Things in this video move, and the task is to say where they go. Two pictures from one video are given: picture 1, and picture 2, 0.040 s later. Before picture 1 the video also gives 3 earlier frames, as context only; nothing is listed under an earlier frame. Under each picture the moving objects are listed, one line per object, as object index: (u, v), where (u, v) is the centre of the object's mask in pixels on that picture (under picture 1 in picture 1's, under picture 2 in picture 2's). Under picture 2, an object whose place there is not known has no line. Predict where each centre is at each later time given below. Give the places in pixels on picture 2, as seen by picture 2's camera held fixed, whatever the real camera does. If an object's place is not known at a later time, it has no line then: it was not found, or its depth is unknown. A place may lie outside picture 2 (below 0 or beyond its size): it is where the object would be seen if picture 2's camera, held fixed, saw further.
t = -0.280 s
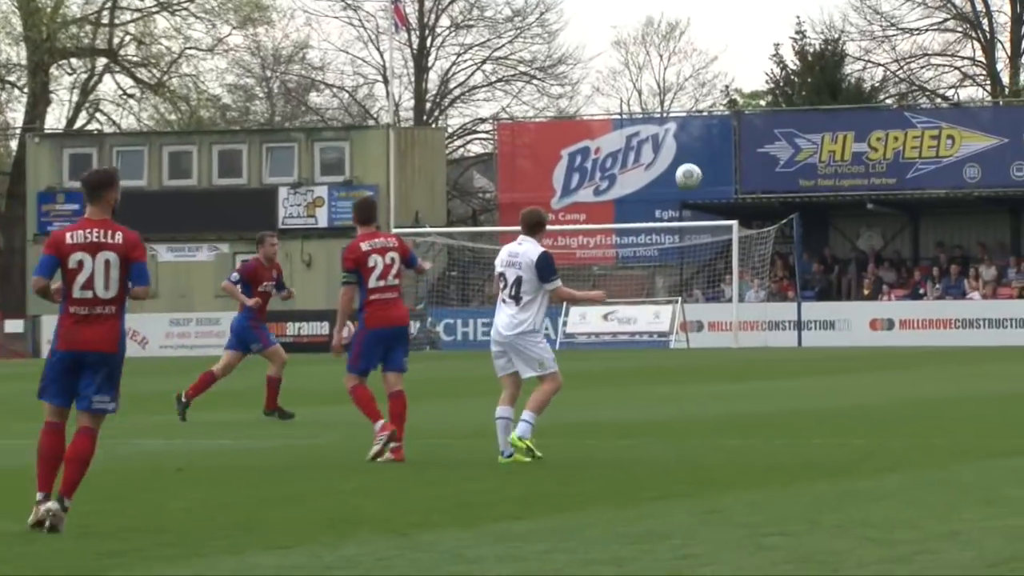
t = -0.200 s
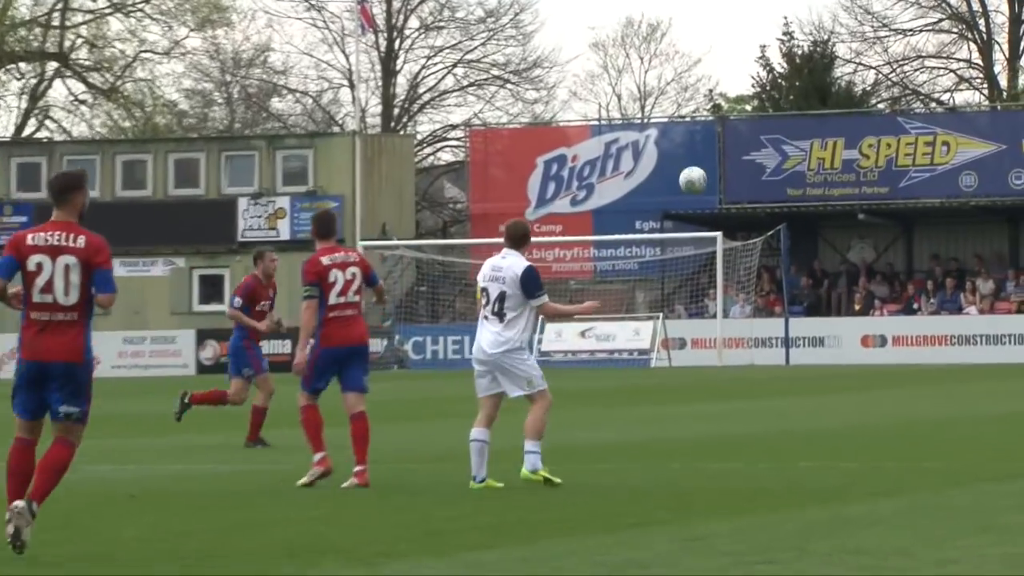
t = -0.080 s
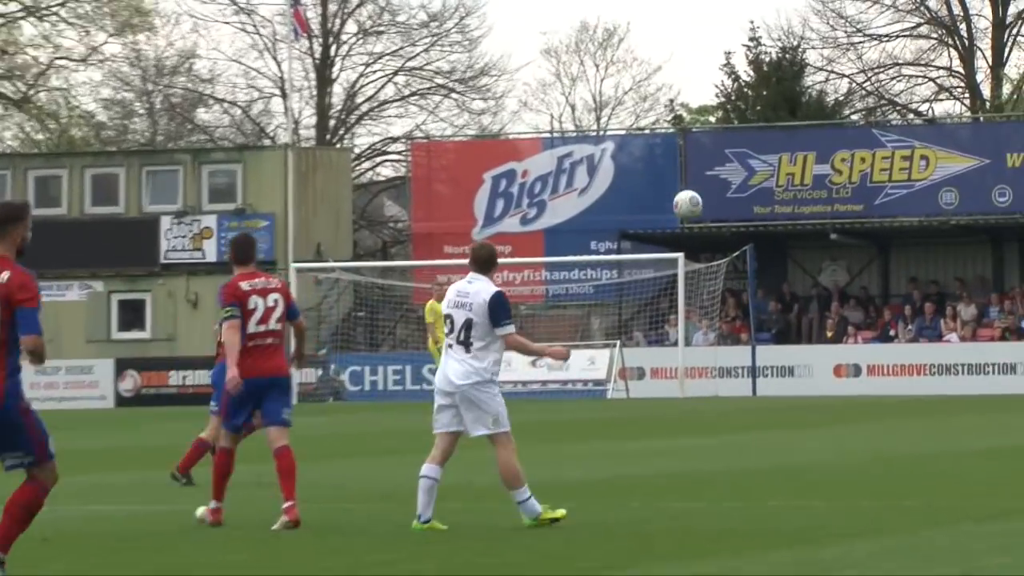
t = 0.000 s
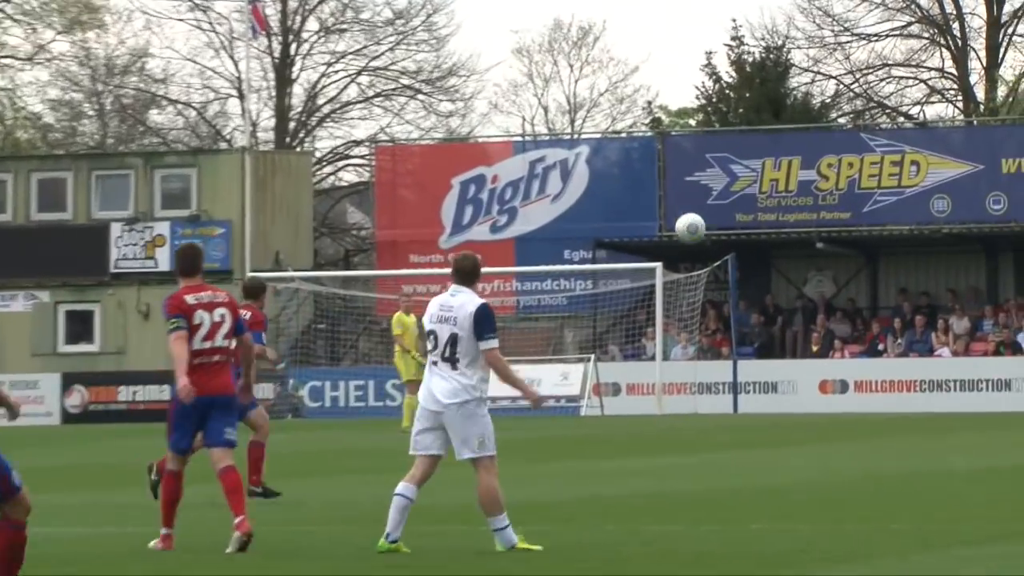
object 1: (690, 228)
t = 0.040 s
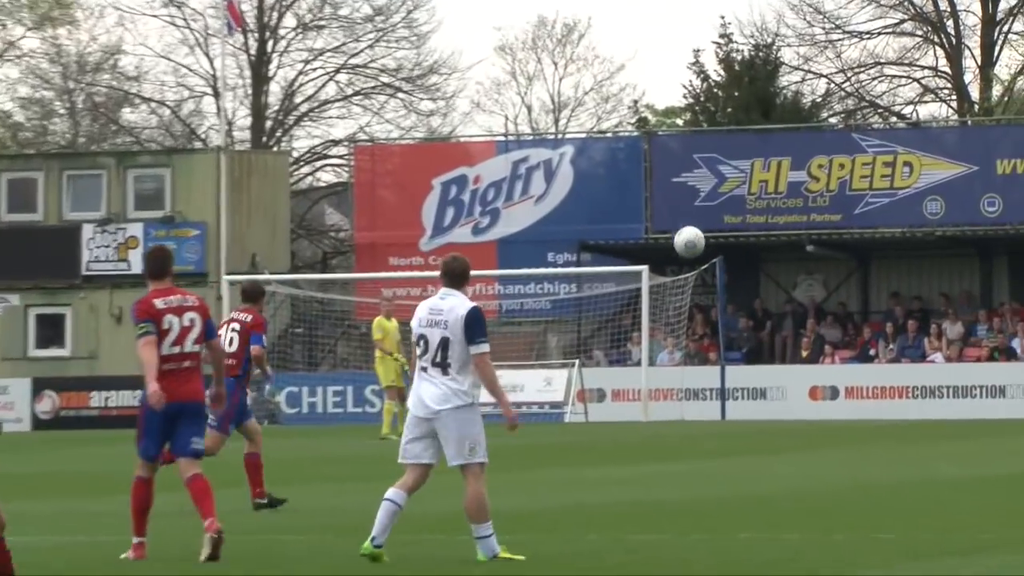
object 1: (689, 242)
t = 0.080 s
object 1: (700, 256)
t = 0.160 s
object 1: (722, 287)
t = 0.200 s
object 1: (733, 307)
